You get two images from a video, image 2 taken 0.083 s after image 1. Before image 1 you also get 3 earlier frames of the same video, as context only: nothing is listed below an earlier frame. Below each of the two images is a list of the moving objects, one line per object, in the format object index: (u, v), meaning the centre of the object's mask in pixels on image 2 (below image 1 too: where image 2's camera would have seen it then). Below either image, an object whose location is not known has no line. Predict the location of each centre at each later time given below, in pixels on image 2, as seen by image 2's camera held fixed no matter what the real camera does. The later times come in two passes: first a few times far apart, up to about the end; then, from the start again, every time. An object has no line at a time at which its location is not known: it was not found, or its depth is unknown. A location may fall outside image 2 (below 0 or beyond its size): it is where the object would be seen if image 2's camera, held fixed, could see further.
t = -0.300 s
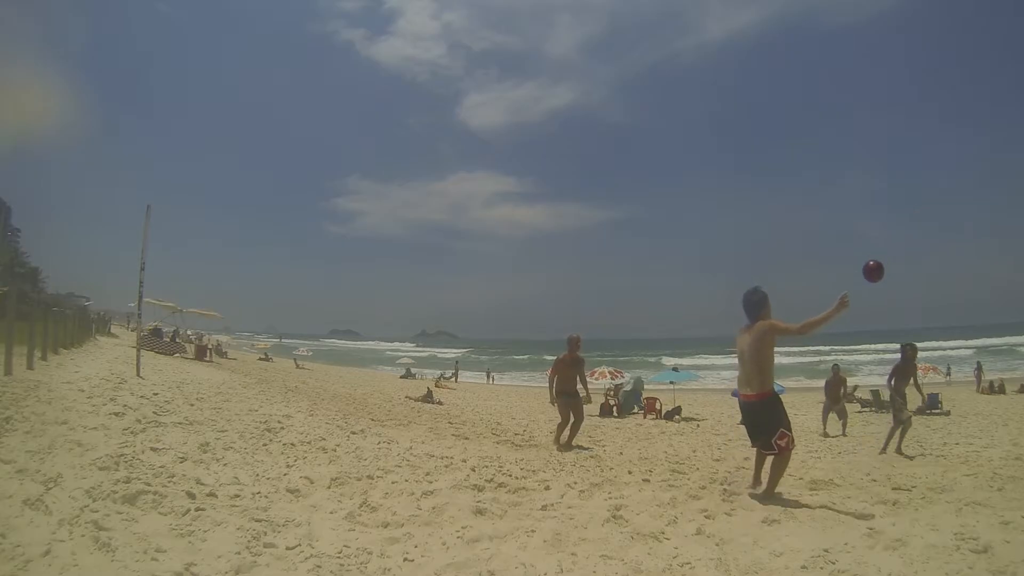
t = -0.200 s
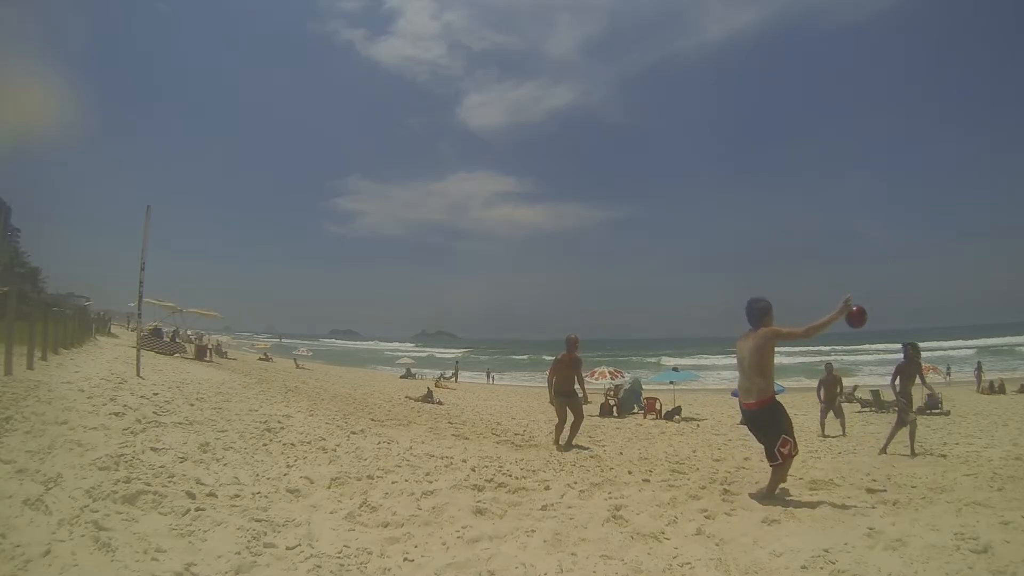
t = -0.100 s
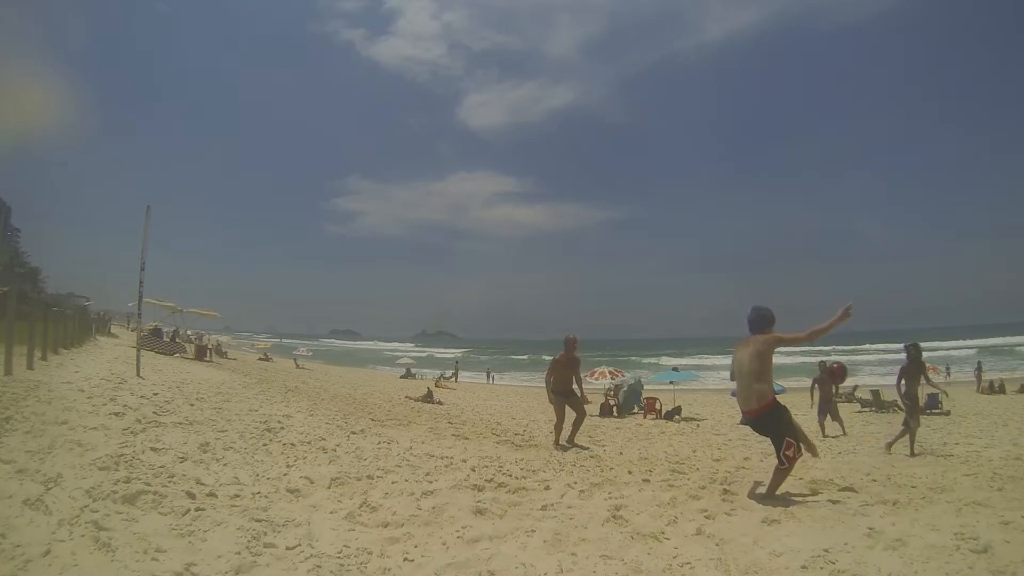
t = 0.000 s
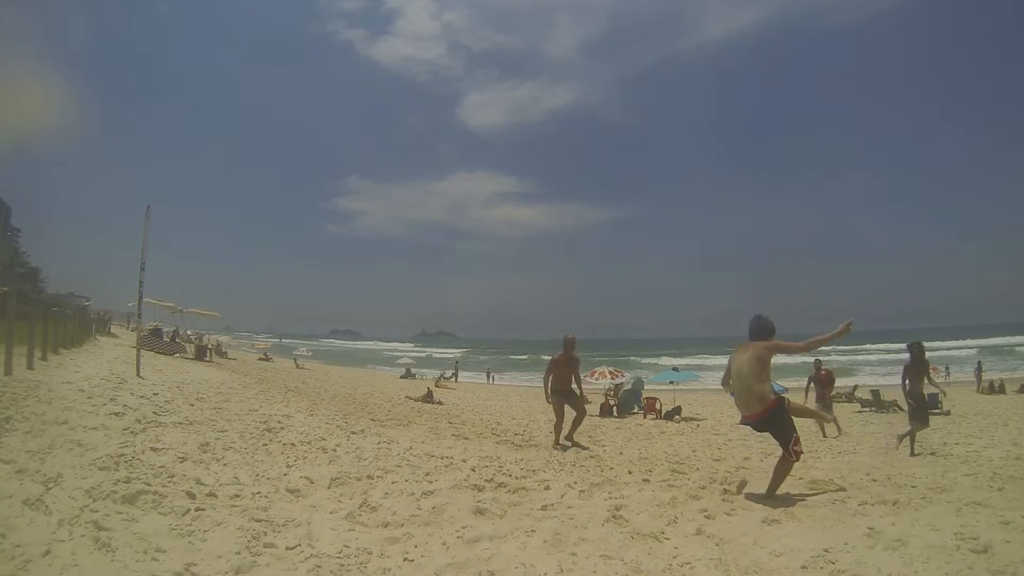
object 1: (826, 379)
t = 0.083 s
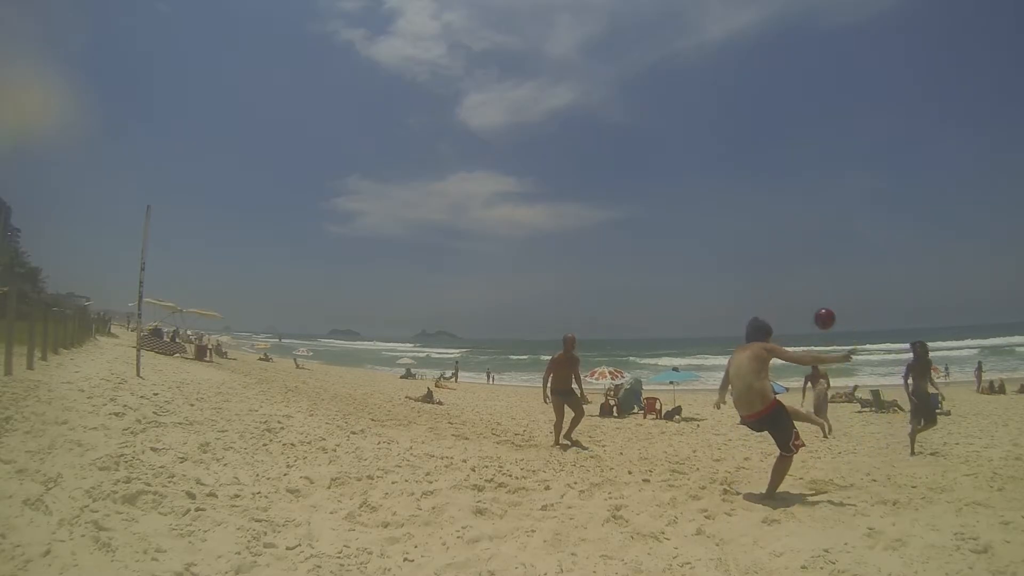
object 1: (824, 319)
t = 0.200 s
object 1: (822, 251)
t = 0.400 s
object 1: (818, 180)
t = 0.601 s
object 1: (819, 150)
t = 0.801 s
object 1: (825, 154)
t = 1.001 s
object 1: (838, 186)
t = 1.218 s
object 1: (856, 250)
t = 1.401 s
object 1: (869, 329)
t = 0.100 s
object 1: (824, 308)
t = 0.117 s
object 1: (824, 297)
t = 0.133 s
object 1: (824, 287)
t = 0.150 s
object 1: (823, 278)
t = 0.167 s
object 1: (823, 268)
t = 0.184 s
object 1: (823, 260)
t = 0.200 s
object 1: (822, 251)
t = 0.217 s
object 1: (822, 243)
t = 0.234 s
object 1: (821, 236)
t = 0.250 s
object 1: (821, 229)
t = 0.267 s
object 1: (821, 222)
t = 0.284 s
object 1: (820, 216)
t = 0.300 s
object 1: (820, 210)
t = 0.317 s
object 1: (820, 204)
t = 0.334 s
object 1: (819, 198)
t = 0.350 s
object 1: (819, 193)
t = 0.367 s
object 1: (819, 189)
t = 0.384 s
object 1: (819, 184)
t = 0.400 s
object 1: (818, 180)
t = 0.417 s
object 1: (818, 176)
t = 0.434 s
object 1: (818, 173)
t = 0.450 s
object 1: (818, 169)
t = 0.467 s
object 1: (818, 166)
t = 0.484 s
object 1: (818, 163)
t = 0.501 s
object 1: (818, 161)
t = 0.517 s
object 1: (818, 158)
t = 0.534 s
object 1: (818, 157)
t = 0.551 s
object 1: (818, 155)
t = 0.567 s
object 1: (818, 153)
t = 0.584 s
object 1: (818, 152)
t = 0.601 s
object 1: (819, 150)
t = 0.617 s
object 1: (819, 150)
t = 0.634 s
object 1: (819, 149)
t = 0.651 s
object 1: (820, 149)
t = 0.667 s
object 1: (820, 148)
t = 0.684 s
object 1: (820, 148)
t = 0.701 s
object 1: (821, 149)
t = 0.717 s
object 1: (822, 149)
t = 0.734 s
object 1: (822, 149)
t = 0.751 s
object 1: (823, 150)
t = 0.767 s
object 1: (824, 151)
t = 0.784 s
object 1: (824, 153)
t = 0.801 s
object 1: (825, 154)
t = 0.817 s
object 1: (826, 155)
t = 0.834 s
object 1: (827, 157)
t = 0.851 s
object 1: (828, 159)
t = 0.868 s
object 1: (829, 161)
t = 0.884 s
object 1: (830, 164)
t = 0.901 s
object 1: (831, 166)
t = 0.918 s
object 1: (832, 169)
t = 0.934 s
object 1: (833, 172)
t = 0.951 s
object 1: (834, 175)
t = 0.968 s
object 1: (836, 179)
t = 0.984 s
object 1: (837, 182)
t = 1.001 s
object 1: (838, 186)
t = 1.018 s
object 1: (839, 189)
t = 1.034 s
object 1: (841, 194)
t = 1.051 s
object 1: (842, 198)
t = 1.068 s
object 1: (843, 202)
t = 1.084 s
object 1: (845, 207)
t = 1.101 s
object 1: (846, 212)
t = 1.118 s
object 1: (847, 216)
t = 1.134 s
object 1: (849, 222)
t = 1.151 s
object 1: (850, 227)
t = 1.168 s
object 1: (852, 233)
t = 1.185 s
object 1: (853, 239)
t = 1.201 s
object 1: (854, 244)
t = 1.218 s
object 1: (856, 250)
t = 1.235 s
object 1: (857, 257)
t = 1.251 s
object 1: (858, 263)
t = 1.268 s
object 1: (860, 270)
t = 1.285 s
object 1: (861, 277)
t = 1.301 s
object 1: (862, 284)
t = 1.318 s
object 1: (864, 291)
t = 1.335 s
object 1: (865, 298)
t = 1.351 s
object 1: (866, 306)
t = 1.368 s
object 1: (867, 313)
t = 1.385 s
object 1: (868, 321)
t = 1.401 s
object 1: (869, 329)
